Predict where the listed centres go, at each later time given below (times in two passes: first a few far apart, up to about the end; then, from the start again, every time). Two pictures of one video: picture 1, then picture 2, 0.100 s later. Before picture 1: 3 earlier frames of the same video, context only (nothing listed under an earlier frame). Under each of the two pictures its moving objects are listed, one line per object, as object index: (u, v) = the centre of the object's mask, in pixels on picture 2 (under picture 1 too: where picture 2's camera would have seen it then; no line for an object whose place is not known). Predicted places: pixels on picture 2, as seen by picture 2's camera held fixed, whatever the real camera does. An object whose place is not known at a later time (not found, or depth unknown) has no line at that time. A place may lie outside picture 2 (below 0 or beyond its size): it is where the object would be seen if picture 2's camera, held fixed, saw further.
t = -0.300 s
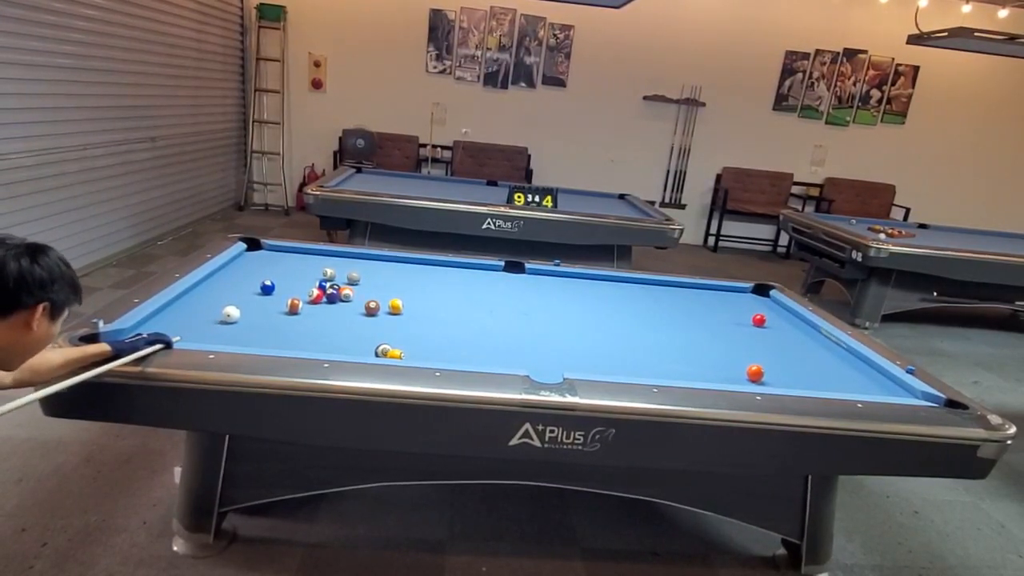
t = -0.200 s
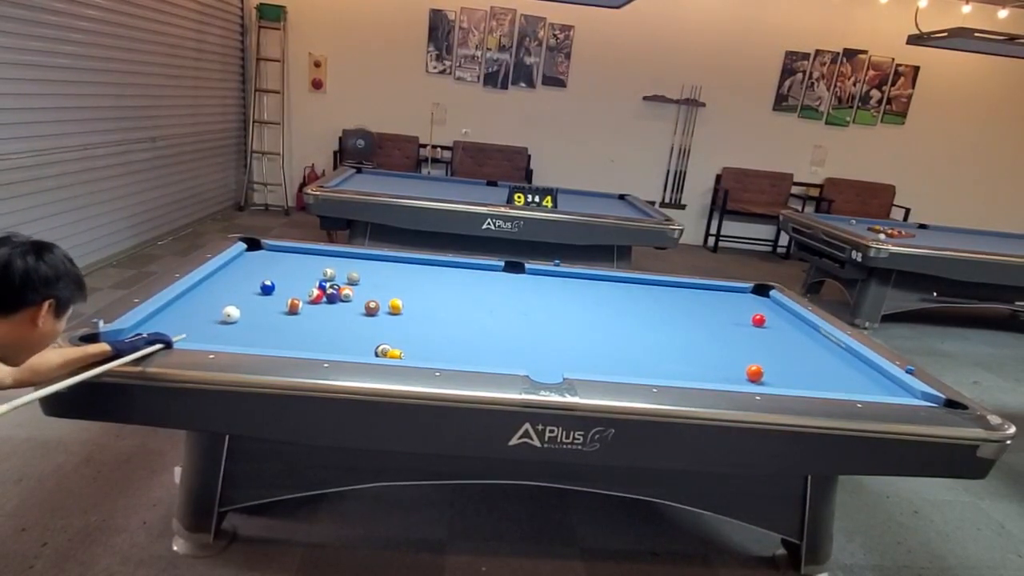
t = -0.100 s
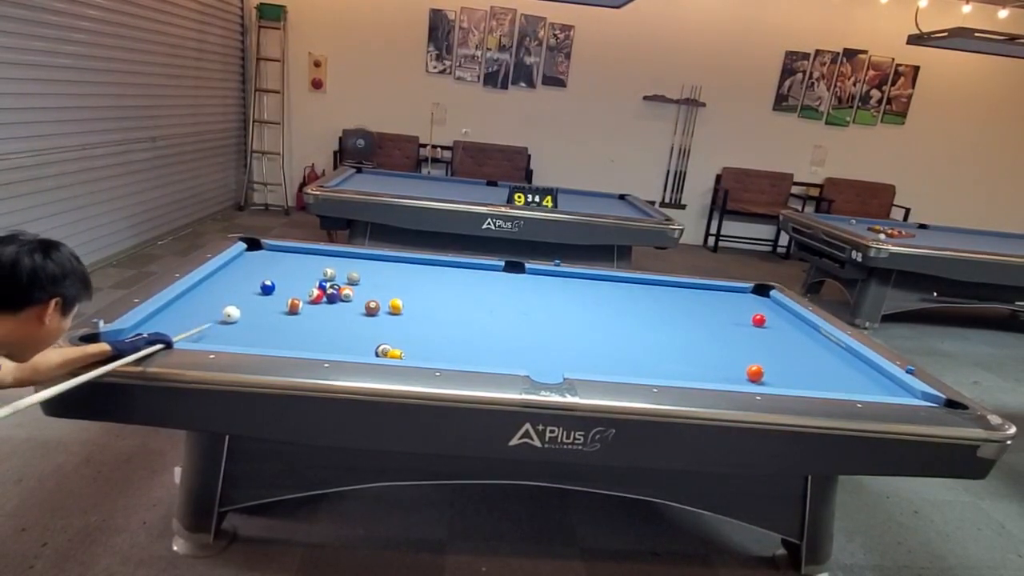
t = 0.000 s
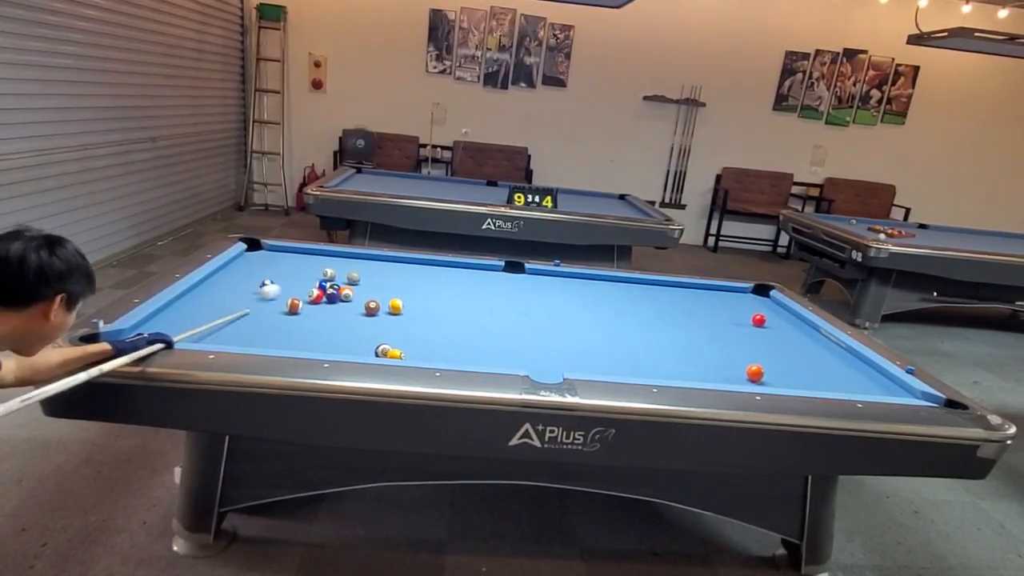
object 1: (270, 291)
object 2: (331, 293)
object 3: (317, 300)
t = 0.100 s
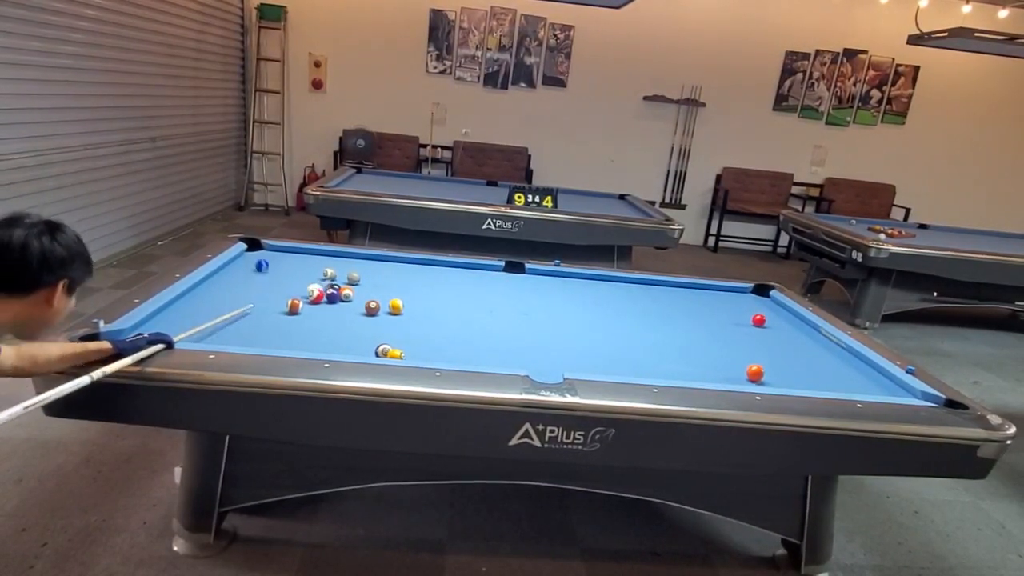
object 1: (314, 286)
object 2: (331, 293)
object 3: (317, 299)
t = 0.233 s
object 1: (322, 289)
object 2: (333, 293)
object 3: (319, 303)
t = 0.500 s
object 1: (322, 292)
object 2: (340, 295)
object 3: (322, 308)
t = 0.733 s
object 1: (322, 294)
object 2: (345, 299)
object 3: (326, 316)
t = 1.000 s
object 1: (322, 295)
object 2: (351, 300)
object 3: (331, 324)
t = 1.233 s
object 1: (323, 295)
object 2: (355, 301)
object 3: (335, 331)
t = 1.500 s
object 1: (323, 295)
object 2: (357, 301)
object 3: (340, 340)
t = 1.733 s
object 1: (323, 295)
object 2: (358, 301)
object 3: (345, 346)
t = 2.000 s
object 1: (323, 295)
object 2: (360, 302)
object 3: (351, 351)
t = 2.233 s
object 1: (323, 295)
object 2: (360, 302)
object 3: (356, 350)
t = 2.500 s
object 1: (323, 295)
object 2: (360, 303)
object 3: (362, 348)
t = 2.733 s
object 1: (323, 295)
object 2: (360, 303)
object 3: (366, 347)
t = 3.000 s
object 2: (360, 303)
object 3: (369, 346)
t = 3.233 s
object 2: (360, 303)
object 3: (371, 345)
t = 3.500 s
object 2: (360, 303)
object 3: (373, 344)
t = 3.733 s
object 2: (360, 302)
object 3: (374, 343)
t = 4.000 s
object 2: (359, 302)
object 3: (374, 343)
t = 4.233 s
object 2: (360, 302)
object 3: (373, 343)
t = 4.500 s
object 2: (359, 302)
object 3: (373, 343)
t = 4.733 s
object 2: (360, 302)
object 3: (374, 342)
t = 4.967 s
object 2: (360, 302)
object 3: (374, 343)
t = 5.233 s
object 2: (360, 302)
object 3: (374, 342)
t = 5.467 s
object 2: (360, 302)
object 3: (374, 343)
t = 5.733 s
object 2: (360, 302)
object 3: (374, 343)
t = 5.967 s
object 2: (360, 302)
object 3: (374, 343)
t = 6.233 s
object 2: (360, 302)
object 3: (374, 343)
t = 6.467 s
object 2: (360, 302)
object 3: (374, 343)
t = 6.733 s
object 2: (360, 302)
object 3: (374, 343)
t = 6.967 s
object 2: (360, 302)
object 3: (374, 343)
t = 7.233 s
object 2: (360, 302)
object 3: (374, 343)
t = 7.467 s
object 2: (360, 302)
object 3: (374, 343)
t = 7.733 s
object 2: (360, 302)
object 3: (374, 342)
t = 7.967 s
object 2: (360, 302)
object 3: (374, 343)
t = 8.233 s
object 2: (360, 302)
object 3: (373, 343)
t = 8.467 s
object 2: (360, 302)
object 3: (374, 343)
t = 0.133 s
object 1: (319, 287)
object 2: (332, 293)
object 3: (317, 300)
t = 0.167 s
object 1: (321, 288)
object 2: (332, 293)
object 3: (318, 301)
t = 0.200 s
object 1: (321, 289)
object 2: (332, 293)
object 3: (318, 302)
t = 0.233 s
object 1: (322, 289)
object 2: (333, 293)
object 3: (319, 303)
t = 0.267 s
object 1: (322, 290)
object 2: (334, 294)
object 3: (320, 304)
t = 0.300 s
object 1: (322, 290)
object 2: (335, 294)
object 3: (319, 303)
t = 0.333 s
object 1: (322, 291)
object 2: (335, 294)
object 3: (319, 304)
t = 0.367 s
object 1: (322, 291)
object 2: (337, 294)
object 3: (320, 305)
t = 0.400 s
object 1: (322, 292)
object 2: (337, 295)
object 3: (320, 305)
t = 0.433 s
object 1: (322, 292)
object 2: (338, 295)
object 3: (321, 306)
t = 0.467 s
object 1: (322, 292)
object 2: (339, 295)
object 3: (321, 307)
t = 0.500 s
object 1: (322, 292)
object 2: (340, 295)
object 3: (322, 308)
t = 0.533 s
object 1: (322, 293)
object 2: (341, 296)
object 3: (322, 309)
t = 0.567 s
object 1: (322, 293)
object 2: (342, 297)
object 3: (323, 311)
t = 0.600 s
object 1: (322, 294)
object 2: (343, 298)
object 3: (324, 312)
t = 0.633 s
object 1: (322, 294)
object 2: (343, 298)
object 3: (324, 312)
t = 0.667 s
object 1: (322, 294)
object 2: (344, 298)
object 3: (325, 313)
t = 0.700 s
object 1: (322, 294)
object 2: (345, 298)
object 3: (325, 315)
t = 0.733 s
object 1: (322, 294)
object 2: (345, 299)
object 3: (326, 316)
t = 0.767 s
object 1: (322, 294)
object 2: (346, 299)
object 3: (326, 317)
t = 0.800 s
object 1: (322, 295)
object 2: (347, 299)
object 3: (327, 318)
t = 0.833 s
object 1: (323, 294)
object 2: (347, 299)
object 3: (328, 319)
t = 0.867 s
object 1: (322, 295)
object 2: (349, 299)
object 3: (328, 320)
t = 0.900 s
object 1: (323, 295)
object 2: (349, 299)
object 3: (328, 321)
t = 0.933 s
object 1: (322, 295)
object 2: (350, 299)
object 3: (329, 322)
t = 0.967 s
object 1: (322, 295)
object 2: (350, 300)
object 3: (330, 323)
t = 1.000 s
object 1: (322, 295)
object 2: (351, 300)
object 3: (331, 324)
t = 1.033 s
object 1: (323, 295)
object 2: (351, 300)
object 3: (331, 325)
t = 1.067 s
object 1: (323, 295)
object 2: (352, 300)
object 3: (332, 326)
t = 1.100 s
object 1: (323, 295)
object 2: (353, 300)
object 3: (333, 327)
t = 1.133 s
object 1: (323, 295)
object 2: (353, 300)
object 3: (334, 329)
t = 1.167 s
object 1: (323, 295)
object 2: (354, 300)
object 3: (334, 329)
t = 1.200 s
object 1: (323, 295)
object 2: (354, 300)
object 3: (335, 331)
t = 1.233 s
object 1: (323, 295)
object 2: (355, 301)
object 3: (335, 331)
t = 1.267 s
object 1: (323, 295)
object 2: (355, 301)
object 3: (336, 333)
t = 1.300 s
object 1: (323, 295)
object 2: (355, 301)
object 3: (337, 334)
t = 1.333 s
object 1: (323, 295)
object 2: (356, 301)
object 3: (337, 335)
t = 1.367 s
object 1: (323, 295)
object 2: (356, 301)
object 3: (338, 336)
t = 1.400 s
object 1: (323, 295)
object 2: (356, 301)
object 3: (338, 337)
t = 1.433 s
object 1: (323, 295)
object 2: (357, 301)
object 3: (339, 338)
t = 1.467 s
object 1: (323, 295)
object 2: (357, 301)
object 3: (339, 339)
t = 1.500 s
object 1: (323, 295)
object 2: (357, 301)
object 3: (340, 340)
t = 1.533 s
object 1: (323, 295)
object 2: (357, 301)
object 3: (341, 341)
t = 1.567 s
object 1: (323, 295)
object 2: (358, 301)
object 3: (341, 342)
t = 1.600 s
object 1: (323, 295)
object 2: (358, 301)
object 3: (342, 343)
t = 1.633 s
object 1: (323, 295)
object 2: (358, 301)
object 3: (343, 344)
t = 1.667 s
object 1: (323, 295)
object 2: (358, 301)
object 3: (344, 345)
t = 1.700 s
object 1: (323, 295)
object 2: (358, 301)
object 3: (344, 345)
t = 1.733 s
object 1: (323, 295)
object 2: (358, 301)
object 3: (345, 346)
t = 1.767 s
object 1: (323, 295)
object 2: (359, 302)
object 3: (346, 347)
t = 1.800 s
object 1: (323, 295)
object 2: (359, 302)
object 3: (347, 347)
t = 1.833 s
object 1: (323, 295)
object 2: (359, 302)
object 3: (348, 348)
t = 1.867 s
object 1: (323, 295)
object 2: (359, 302)
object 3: (348, 349)
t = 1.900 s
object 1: (323, 295)
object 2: (359, 302)
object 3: (349, 349)
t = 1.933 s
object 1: (323, 295)
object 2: (359, 302)
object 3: (349, 350)
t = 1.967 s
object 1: (323, 295)
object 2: (359, 302)
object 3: (350, 350)
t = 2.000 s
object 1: (323, 295)
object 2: (360, 302)
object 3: (351, 351)
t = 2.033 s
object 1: (323, 295)
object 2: (360, 302)
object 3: (352, 351)
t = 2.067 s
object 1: (323, 295)
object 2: (360, 302)
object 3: (352, 350)
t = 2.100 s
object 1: (323, 295)
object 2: (360, 302)
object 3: (353, 350)
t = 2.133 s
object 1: (323, 295)
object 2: (360, 302)
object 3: (354, 350)
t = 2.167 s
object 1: (323, 295)
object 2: (360, 302)
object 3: (355, 350)
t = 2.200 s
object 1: (323, 295)
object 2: (360, 302)
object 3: (356, 350)
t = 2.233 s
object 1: (323, 295)
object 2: (360, 302)
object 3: (356, 350)
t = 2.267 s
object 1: (323, 295)
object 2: (360, 302)
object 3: (357, 349)
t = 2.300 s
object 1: (323, 295)
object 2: (360, 302)
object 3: (357, 349)
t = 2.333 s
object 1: (323, 295)
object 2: (360, 302)
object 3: (359, 349)
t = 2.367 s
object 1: (323, 295)
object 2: (360, 302)
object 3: (359, 349)
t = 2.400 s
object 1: (323, 295)
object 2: (360, 302)
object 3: (360, 349)
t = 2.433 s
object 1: (323, 295)
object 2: (360, 303)
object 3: (361, 348)
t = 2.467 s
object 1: (323, 295)
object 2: (360, 302)
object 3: (361, 348)
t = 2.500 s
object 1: (323, 295)
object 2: (360, 303)
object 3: (362, 348)
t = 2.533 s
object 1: (323, 295)
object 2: (360, 303)
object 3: (362, 348)
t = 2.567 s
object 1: (323, 295)
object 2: (360, 303)
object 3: (363, 348)
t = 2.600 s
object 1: (323, 295)
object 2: (360, 302)
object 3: (363, 348)
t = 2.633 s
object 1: (323, 295)
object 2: (360, 302)
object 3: (364, 348)
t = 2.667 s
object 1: (323, 295)
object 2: (360, 302)
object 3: (364, 347)
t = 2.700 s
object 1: (323, 295)
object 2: (360, 303)
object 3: (365, 348)
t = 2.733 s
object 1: (323, 295)
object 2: (360, 303)
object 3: (366, 347)
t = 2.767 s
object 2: (360, 302)
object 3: (366, 347)
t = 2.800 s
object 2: (360, 303)
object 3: (367, 347)
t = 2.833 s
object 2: (360, 303)
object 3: (367, 347)
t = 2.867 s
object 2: (360, 303)
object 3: (367, 346)
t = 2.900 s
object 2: (360, 303)
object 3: (368, 346)
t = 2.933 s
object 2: (360, 303)
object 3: (368, 346)
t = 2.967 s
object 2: (360, 303)
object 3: (368, 346)
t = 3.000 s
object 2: (360, 303)
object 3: (369, 346)
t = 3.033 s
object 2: (360, 303)
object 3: (369, 345)
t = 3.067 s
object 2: (360, 302)
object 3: (370, 345)
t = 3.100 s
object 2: (360, 303)
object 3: (370, 345)
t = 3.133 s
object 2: (360, 303)
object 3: (370, 345)
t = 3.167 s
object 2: (360, 303)
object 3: (370, 345)
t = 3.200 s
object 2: (360, 303)
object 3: (371, 345)
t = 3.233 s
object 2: (360, 303)
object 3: (371, 345)
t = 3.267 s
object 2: (360, 303)
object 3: (372, 344)
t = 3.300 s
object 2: (360, 302)
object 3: (372, 344)
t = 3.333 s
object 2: (360, 302)
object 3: (372, 344)
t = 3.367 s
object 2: (360, 302)
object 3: (372, 344)
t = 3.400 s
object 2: (360, 302)
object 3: (372, 344)
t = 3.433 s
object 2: (360, 302)
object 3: (372, 344)
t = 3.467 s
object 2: (360, 302)
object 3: (372, 344)
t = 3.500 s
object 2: (360, 303)
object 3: (373, 344)
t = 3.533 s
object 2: (360, 302)
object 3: (373, 344)
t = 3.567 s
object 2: (360, 302)
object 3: (373, 344)
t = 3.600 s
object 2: (360, 303)
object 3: (373, 344)
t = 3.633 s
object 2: (360, 302)
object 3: (373, 343)
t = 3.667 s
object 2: (360, 302)
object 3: (373, 343)
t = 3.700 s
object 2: (360, 302)
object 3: (373, 343)
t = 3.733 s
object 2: (360, 302)
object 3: (374, 343)
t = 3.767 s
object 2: (360, 302)
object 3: (374, 343)
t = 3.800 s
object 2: (360, 302)
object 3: (374, 343)
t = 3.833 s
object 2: (360, 302)
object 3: (374, 343)
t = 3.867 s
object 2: (360, 302)
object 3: (374, 343)
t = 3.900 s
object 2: (360, 302)
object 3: (374, 343)
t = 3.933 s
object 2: (360, 302)
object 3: (374, 343)
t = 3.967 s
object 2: (360, 302)
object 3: (373, 343)
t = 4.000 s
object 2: (359, 302)
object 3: (374, 343)
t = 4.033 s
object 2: (360, 303)
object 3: (374, 343)
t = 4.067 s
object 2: (360, 302)
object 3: (374, 343)
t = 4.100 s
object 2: (359, 302)
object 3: (374, 343)
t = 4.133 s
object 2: (359, 302)
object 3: (373, 343)
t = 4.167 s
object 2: (360, 302)
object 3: (374, 343)
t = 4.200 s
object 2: (359, 302)
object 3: (373, 343)
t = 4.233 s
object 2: (360, 302)
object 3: (373, 343)
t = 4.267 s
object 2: (359, 302)
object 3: (373, 343)
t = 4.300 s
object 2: (360, 302)
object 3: (373, 343)
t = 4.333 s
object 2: (360, 302)
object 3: (373, 343)
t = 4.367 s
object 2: (360, 302)
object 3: (373, 343)
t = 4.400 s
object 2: (360, 302)
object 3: (373, 343)
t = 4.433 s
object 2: (360, 302)
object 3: (373, 343)
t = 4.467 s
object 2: (360, 302)
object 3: (373, 343)
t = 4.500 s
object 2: (359, 302)
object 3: (373, 343)
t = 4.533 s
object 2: (360, 302)
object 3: (374, 343)
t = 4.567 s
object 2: (360, 302)
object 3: (374, 343)
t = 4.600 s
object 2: (360, 302)
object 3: (374, 343)
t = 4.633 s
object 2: (360, 302)
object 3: (374, 343)
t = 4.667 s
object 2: (360, 302)
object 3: (374, 343)
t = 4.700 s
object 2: (360, 302)
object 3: (374, 343)
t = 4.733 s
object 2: (360, 302)
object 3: (374, 342)
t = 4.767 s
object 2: (360, 302)
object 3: (374, 343)
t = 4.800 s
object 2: (360, 302)
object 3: (374, 343)
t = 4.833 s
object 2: (360, 302)
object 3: (374, 343)
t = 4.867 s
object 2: (360, 302)
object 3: (374, 343)
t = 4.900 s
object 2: (360, 302)
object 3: (374, 343)
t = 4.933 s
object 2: (360, 302)
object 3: (374, 343)
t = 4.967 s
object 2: (360, 302)
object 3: (374, 343)
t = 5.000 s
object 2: (360, 302)
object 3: (374, 343)
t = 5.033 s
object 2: (360, 302)
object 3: (374, 343)
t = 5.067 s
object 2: (360, 302)
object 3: (374, 343)
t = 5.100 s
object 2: (360, 302)
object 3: (374, 343)
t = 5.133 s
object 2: (360, 302)
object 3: (374, 342)
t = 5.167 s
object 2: (360, 302)
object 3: (374, 343)
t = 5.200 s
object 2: (360, 302)
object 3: (374, 343)
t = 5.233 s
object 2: (360, 302)
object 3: (374, 342)
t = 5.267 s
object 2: (360, 302)
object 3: (374, 342)
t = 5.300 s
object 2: (360, 302)
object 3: (374, 343)
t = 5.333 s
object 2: (360, 302)
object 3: (374, 343)
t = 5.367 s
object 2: (360, 302)
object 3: (374, 343)
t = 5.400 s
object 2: (360, 302)
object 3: (374, 343)
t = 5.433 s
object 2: (360, 302)
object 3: (374, 343)
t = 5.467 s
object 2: (360, 302)
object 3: (374, 343)
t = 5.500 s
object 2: (360, 302)
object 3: (374, 343)
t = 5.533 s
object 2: (360, 302)
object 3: (374, 343)
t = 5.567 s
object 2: (360, 302)
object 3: (374, 343)
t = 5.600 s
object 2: (360, 302)
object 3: (374, 343)
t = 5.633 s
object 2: (360, 302)
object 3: (374, 343)
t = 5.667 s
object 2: (360, 302)
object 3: (374, 343)
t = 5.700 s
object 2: (360, 302)
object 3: (374, 343)
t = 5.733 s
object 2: (360, 302)
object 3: (374, 343)
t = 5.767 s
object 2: (360, 302)
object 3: (374, 342)
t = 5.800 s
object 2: (360, 302)
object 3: (374, 343)
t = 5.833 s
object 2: (360, 302)
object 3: (374, 343)
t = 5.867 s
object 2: (360, 302)
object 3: (374, 343)
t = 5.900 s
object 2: (360, 302)
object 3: (374, 343)
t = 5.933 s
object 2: (360, 302)
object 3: (374, 343)
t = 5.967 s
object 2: (360, 302)
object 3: (374, 343)
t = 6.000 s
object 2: (360, 302)
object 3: (374, 343)
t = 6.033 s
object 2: (360, 302)
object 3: (374, 343)
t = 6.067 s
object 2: (360, 302)
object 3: (374, 343)
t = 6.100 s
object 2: (360, 302)
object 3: (374, 343)
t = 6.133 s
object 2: (360, 302)
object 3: (374, 343)
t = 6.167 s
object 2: (360, 302)
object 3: (374, 343)
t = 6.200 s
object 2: (360, 302)
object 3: (374, 343)
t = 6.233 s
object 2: (360, 302)
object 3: (374, 343)
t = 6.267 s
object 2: (360, 302)
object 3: (374, 343)
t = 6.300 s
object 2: (360, 302)
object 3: (374, 343)
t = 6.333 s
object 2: (360, 302)
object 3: (374, 343)
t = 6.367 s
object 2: (360, 302)
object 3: (374, 343)
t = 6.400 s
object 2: (360, 302)
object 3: (374, 343)
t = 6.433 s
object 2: (360, 302)
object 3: (374, 343)
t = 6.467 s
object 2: (360, 302)
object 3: (374, 343)
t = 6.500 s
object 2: (360, 302)
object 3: (374, 343)
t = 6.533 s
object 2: (360, 302)
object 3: (374, 343)
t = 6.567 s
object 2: (360, 302)
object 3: (374, 343)
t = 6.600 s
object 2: (360, 302)
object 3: (374, 343)
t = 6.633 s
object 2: (360, 302)
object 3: (374, 343)
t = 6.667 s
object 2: (360, 302)
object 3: (374, 343)
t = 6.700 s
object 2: (360, 302)
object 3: (374, 343)
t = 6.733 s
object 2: (360, 302)
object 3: (374, 343)
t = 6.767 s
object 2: (360, 302)
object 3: (374, 343)
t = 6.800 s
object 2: (360, 302)
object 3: (374, 343)
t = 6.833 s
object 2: (360, 302)
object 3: (374, 343)
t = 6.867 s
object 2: (360, 302)
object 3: (374, 343)
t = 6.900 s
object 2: (360, 302)
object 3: (374, 343)
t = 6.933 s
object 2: (360, 302)
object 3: (374, 343)
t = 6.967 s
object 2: (360, 302)
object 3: (374, 343)
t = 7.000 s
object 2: (360, 302)
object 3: (374, 343)
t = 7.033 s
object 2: (360, 302)
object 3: (374, 343)
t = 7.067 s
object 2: (360, 302)
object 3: (374, 343)
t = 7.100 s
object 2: (360, 302)
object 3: (374, 343)
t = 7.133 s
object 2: (360, 302)
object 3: (374, 343)
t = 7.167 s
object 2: (360, 302)
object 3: (374, 343)
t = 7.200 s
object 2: (360, 302)
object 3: (374, 343)
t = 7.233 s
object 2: (360, 302)
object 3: (374, 343)
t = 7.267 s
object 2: (360, 302)
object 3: (374, 343)
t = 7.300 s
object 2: (360, 302)
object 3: (374, 343)
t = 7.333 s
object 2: (360, 302)
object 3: (374, 343)
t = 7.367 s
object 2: (360, 302)
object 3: (374, 343)
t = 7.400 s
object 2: (360, 302)
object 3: (374, 343)
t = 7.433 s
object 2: (360, 302)
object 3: (374, 343)
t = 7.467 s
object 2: (360, 302)
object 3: (374, 343)
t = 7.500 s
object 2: (360, 302)
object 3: (374, 343)
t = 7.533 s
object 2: (360, 302)
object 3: (374, 343)
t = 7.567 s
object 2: (360, 302)
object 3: (374, 343)
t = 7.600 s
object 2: (360, 302)
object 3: (374, 343)
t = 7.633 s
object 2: (360, 302)
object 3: (374, 343)
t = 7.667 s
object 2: (360, 302)
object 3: (374, 343)
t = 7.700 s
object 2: (360, 302)
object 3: (374, 343)
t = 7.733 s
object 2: (360, 302)
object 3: (374, 342)
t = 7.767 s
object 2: (360, 302)
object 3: (374, 343)
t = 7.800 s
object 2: (360, 302)
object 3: (374, 343)
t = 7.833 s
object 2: (360, 302)
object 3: (374, 343)
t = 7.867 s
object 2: (360, 302)
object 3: (374, 343)
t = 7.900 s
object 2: (360, 302)
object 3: (374, 342)
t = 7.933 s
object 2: (360, 302)
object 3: (374, 343)
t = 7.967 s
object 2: (360, 302)
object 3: (374, 343)
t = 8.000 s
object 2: (360, 302)
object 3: (374, 343)
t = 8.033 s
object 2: (360, 302)
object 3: (374, 343)
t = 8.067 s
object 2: (360, 302)
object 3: (374, 343)
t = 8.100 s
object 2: (360, 302)
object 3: (374, 343)
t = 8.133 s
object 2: (360, 302)
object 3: (374, 343)
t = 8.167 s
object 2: (360, 302)
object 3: (374, 343)
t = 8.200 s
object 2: (360, 302)
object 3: (374, 343)
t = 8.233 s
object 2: (360, 302)
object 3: (373, 343)
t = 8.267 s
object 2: (360, 302)
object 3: (374, 343)
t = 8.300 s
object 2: (360, 302)
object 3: (374, 343)
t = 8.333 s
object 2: (360, 302)
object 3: (374, 343)
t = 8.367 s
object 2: (360, 302)
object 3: (374, 343)
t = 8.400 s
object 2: (360, 302)
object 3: (374, 343)
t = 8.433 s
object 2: (360, 302)
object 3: (374, 343)
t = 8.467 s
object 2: (360, 302)
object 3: (374, 343)
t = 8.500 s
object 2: (360, 302)
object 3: (374, 343)
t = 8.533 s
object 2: (360, 302)
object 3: (374, 343)
